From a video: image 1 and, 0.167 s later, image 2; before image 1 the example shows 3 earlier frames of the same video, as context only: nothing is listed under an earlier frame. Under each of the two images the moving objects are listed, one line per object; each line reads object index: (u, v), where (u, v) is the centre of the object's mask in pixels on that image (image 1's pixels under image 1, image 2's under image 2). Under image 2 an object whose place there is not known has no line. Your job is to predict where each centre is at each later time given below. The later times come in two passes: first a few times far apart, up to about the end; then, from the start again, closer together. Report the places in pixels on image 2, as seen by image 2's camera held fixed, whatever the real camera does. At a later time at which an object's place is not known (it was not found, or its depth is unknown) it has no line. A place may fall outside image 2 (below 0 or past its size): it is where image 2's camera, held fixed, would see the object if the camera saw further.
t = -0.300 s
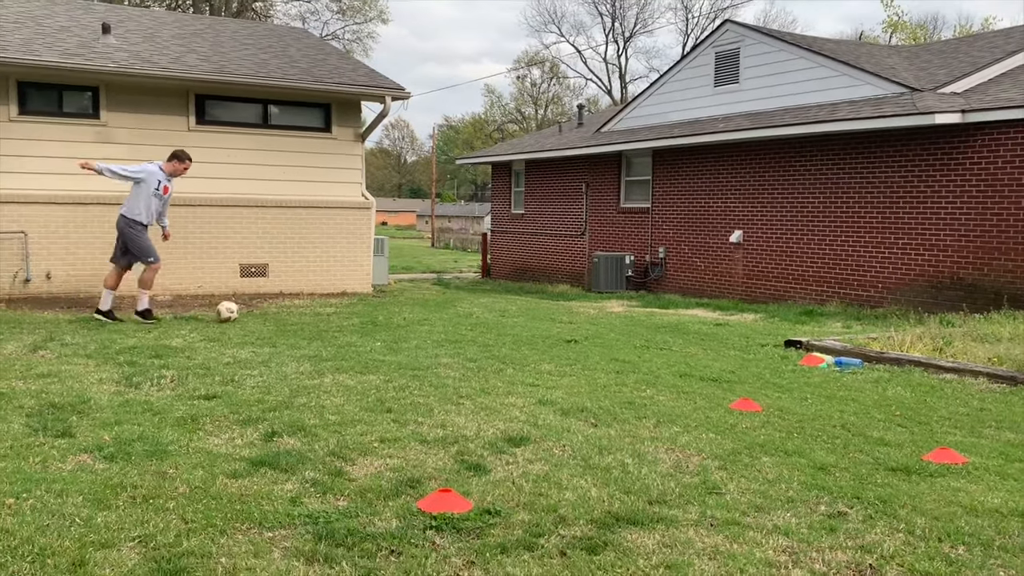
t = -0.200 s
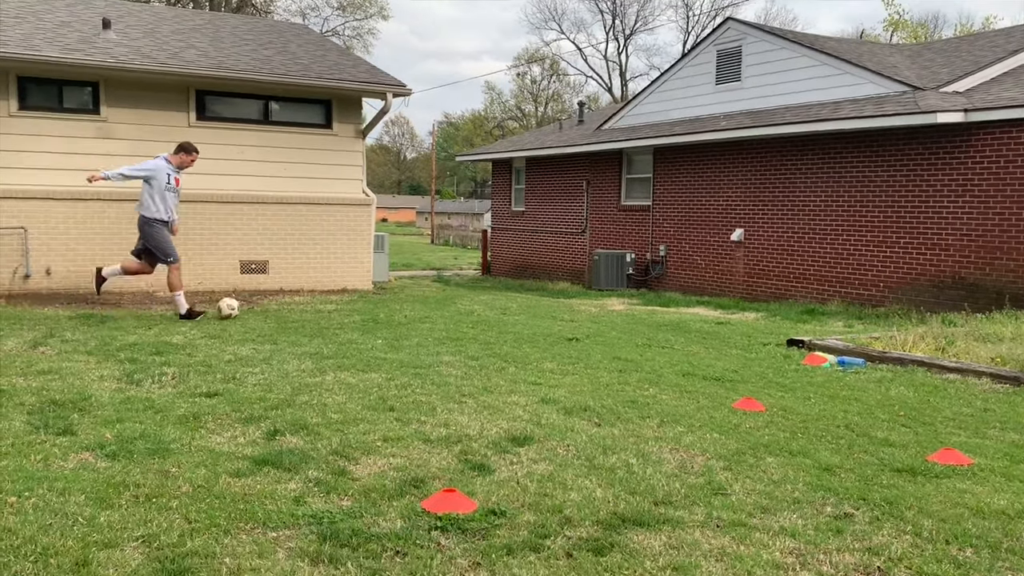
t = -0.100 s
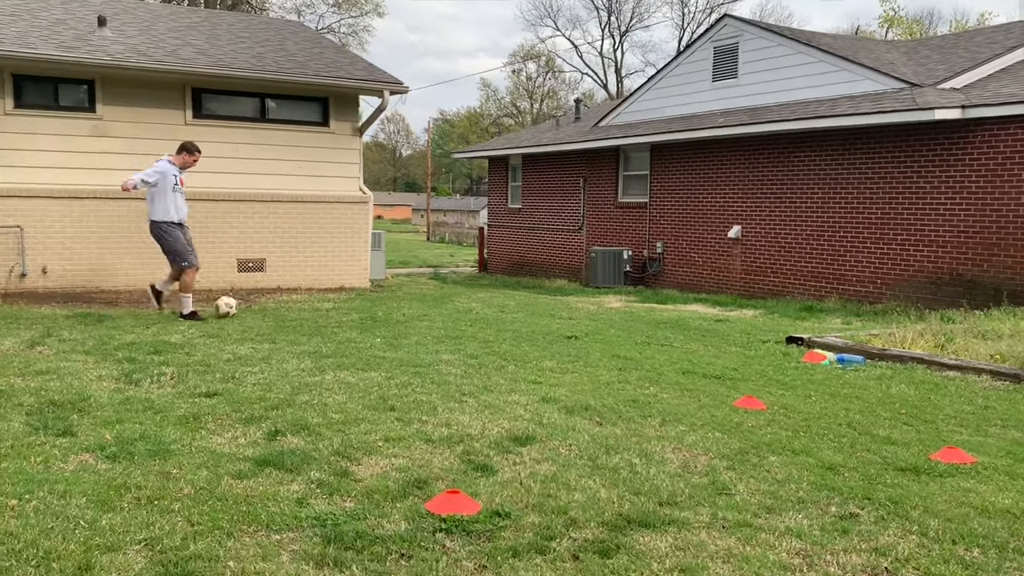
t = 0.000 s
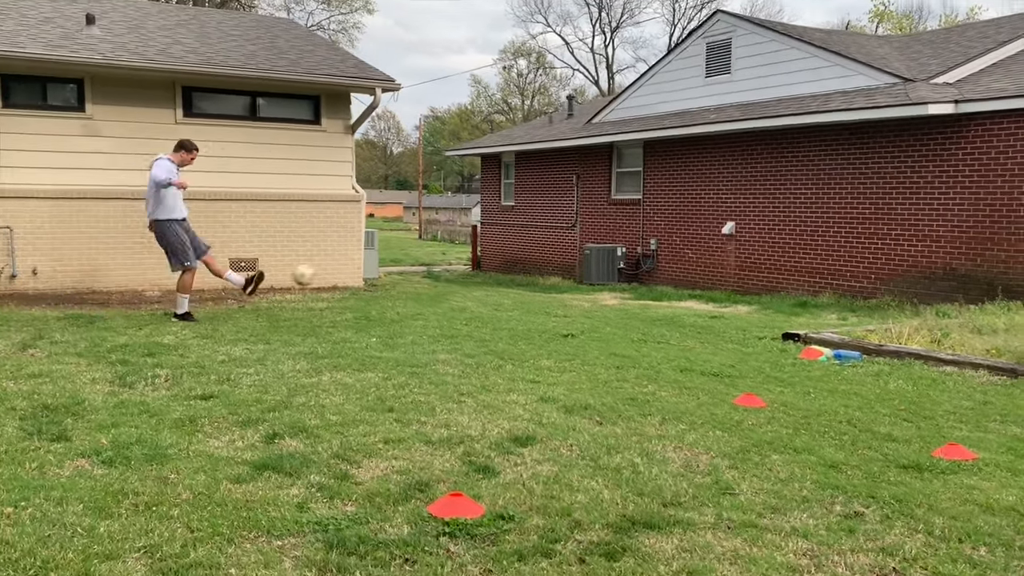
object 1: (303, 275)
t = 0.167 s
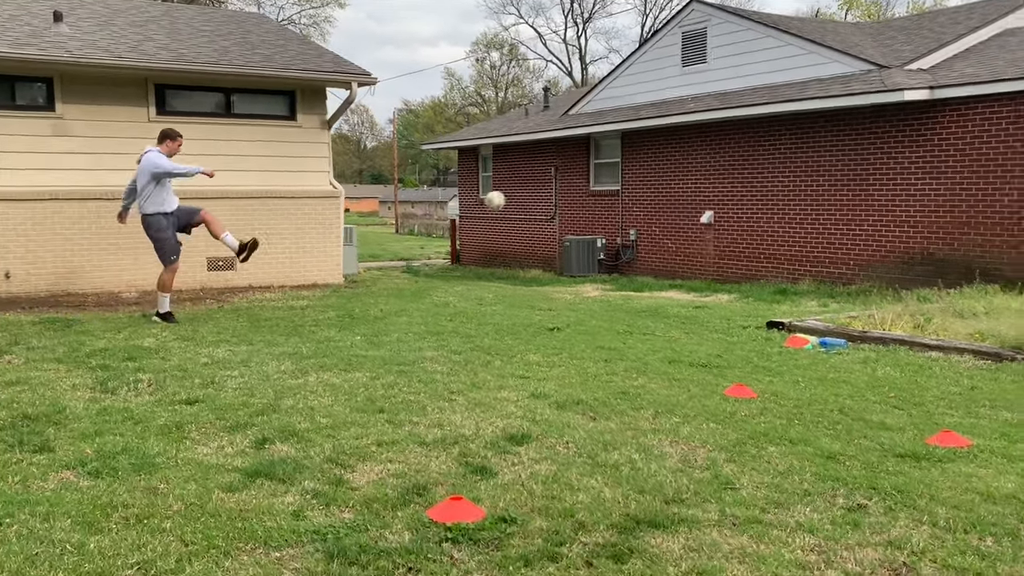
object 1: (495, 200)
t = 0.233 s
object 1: (568, 180)
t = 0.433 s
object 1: (761, 145)
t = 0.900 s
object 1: (820, 213)
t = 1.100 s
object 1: (734, 313)
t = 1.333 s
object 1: (660, 256)
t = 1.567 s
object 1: (569, 252)
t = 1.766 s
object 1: (482, 311)
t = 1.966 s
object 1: (373, 336)
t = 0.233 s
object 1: (568, 180)
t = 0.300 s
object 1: (637, 164)
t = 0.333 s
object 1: (670, 158)
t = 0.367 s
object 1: (702, 152)
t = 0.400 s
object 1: (732, 148)
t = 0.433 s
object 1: (761, 145)
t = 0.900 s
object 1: (820, 213)
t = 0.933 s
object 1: (806, 229)
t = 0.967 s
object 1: (792, 247)
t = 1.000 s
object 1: (777, 265)
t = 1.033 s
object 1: (763, 285)
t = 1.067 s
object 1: (746, 307)
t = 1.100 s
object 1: (734, 313)
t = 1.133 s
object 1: (725, 302)
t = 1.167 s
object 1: (715, 293)
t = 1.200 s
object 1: (705, 284)
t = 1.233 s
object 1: (695, 275)
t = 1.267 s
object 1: (683, 268)
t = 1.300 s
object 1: (672, 262)
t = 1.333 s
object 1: (660, 256)
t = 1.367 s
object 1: (648, 251)
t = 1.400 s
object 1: (635, 249)
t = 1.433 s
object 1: (623, 247)
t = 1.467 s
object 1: (610, 246)
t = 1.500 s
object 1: (597, 246)
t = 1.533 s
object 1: (583, 249)
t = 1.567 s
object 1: (569, 252)
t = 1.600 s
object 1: (555, 258)
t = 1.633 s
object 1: (540, 264)
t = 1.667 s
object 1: (526, 273)
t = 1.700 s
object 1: (512, 283)
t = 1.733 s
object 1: (498, 296)
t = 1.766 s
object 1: (482, 311)
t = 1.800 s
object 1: (466, 327)
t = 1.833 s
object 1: (450, 348)
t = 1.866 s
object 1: (432, 363)
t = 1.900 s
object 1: (413, 353)
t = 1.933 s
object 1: (392, 343)
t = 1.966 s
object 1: (373, 336)
